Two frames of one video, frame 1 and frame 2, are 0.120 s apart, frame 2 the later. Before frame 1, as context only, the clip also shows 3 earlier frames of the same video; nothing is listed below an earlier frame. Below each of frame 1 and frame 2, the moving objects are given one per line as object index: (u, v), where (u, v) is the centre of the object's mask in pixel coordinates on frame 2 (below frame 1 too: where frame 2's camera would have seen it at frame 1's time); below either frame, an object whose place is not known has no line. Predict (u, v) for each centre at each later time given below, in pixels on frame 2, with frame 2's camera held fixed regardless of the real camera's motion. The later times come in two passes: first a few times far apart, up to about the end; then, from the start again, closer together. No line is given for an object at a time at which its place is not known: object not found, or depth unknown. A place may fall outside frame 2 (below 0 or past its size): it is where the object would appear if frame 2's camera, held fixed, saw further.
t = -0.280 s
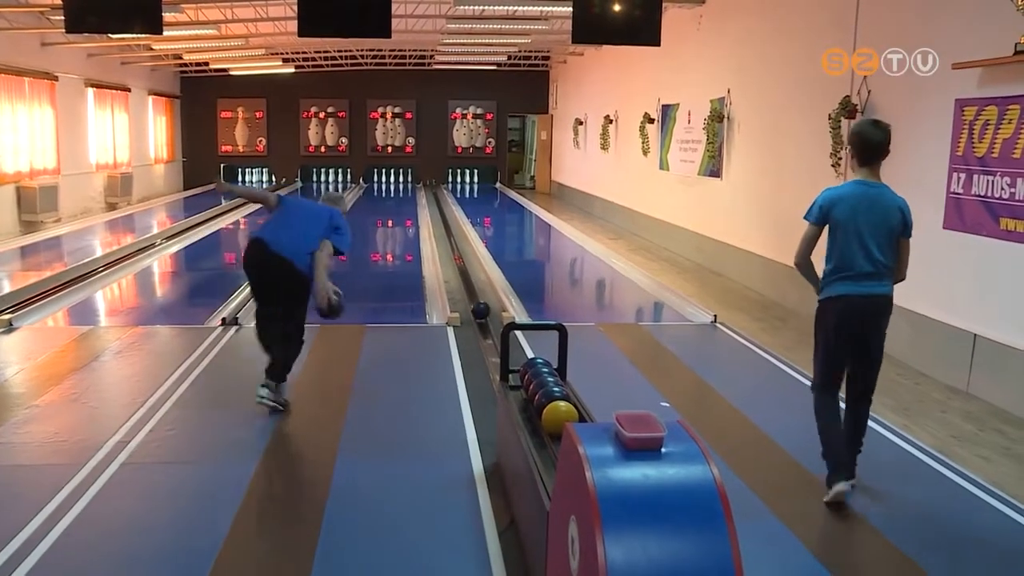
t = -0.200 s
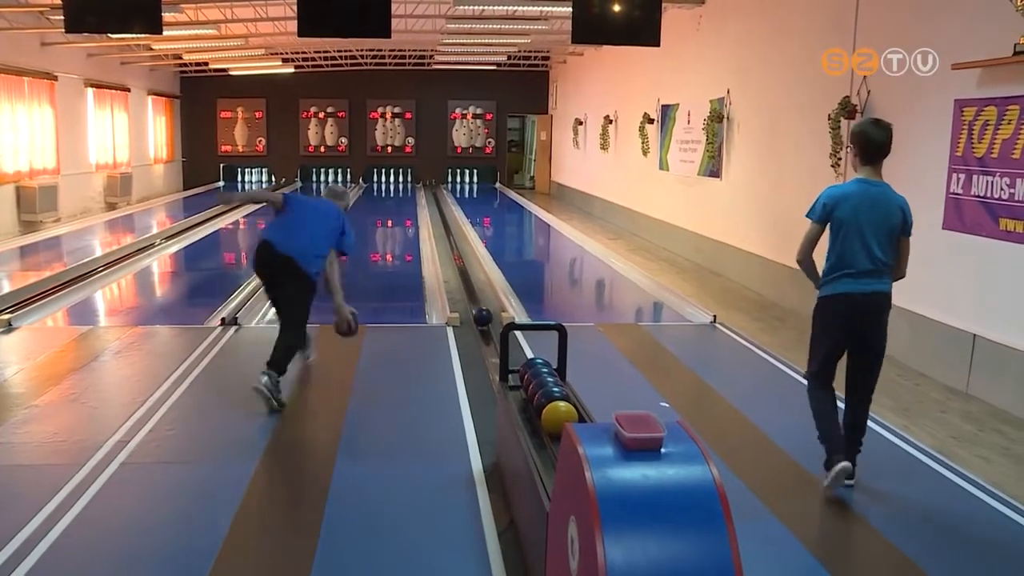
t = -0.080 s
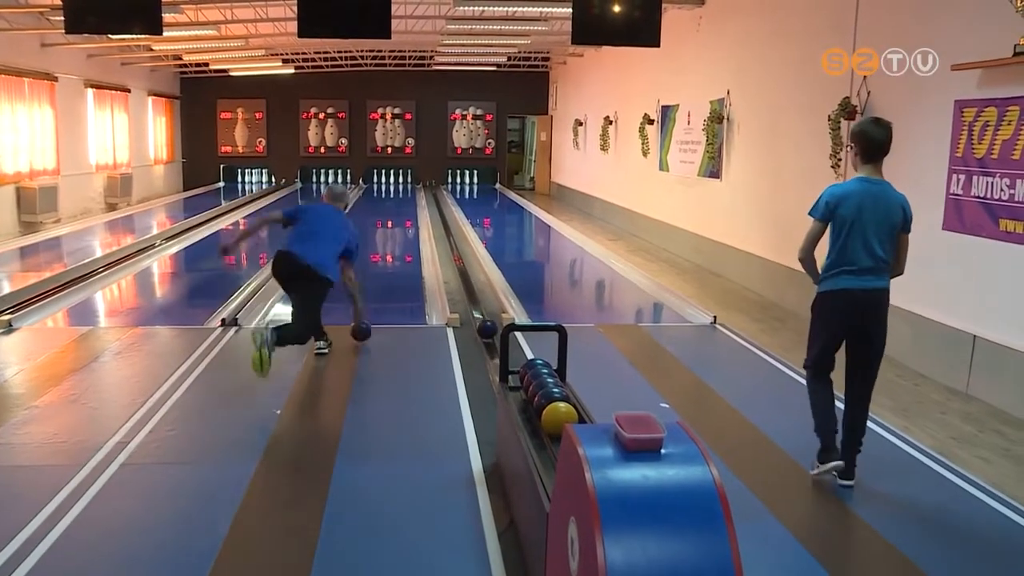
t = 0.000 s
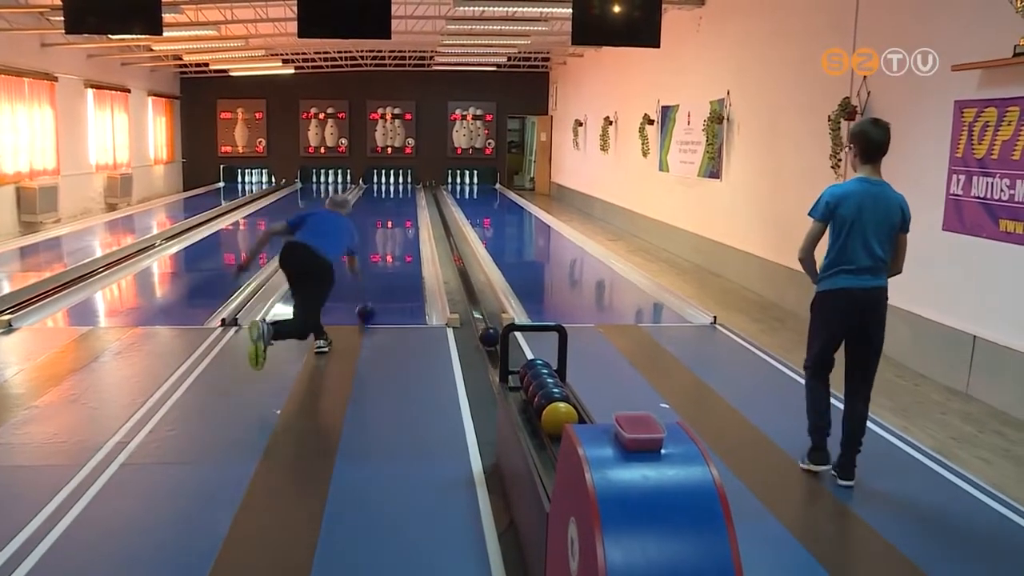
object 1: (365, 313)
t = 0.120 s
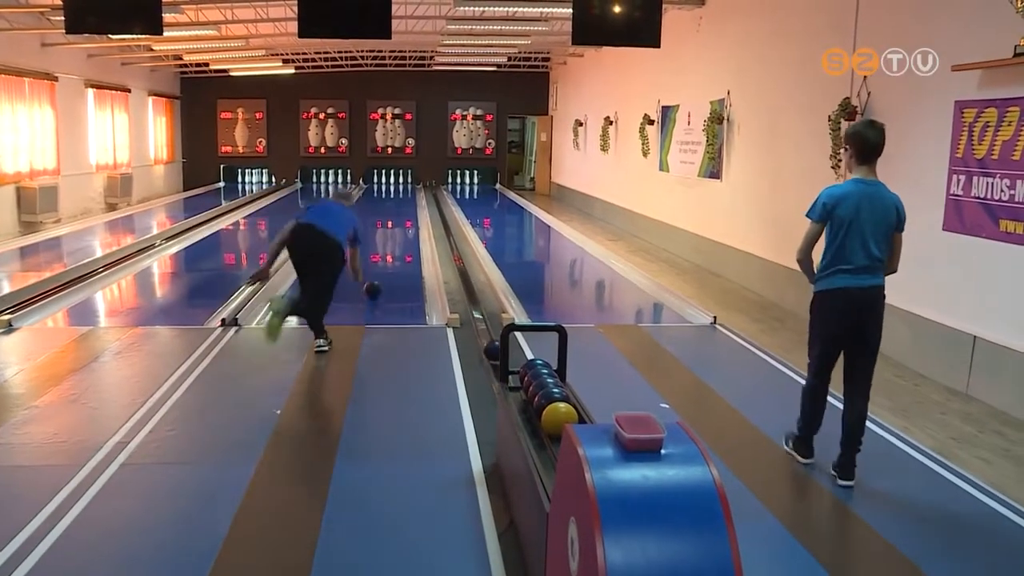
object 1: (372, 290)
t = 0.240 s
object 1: (377, 272)
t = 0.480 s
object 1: (384, 246)
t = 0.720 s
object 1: (388, 229)
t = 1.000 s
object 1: (392, 214)
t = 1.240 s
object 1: (393, 206)
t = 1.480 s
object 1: (395, 200)
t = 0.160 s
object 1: (374, 283)
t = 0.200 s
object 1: (375, 278)
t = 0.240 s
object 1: (377, 272)
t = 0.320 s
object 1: (381, 262)
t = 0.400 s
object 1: (383, 254)
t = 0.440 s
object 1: (383, 250)
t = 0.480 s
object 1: (384, 246)
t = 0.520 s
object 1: (385, 243)
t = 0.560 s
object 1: (386, 240)
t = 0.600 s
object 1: (386, 237)
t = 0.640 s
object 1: (387, 234)
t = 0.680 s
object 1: (388, 231)
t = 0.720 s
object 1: (388, 229)
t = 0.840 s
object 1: (390, 222)
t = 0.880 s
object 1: (390, 221)
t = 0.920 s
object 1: (391, 219)
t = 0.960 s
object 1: (391, 217)
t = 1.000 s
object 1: (392, 214)
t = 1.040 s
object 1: (392, 213)
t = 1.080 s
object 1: (392, 211)
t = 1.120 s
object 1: (393, 210)
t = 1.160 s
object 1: (393, 208)
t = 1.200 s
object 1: (393, 207)
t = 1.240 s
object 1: (393, 206)
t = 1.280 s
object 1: (394, 205)
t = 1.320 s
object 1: (395, 203)
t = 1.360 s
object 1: (394, 203)
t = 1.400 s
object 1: (395, 202)
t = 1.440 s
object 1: (395, 200)
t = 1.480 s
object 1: (395, 200)
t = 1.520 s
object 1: (394, 200)
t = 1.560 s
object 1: (394, 200)
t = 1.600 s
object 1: (396, 199)
